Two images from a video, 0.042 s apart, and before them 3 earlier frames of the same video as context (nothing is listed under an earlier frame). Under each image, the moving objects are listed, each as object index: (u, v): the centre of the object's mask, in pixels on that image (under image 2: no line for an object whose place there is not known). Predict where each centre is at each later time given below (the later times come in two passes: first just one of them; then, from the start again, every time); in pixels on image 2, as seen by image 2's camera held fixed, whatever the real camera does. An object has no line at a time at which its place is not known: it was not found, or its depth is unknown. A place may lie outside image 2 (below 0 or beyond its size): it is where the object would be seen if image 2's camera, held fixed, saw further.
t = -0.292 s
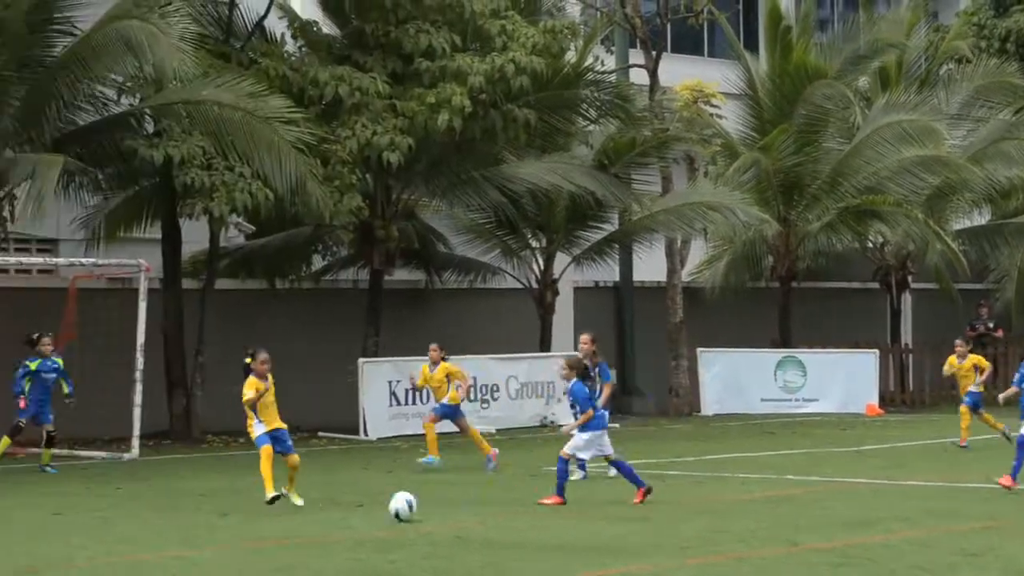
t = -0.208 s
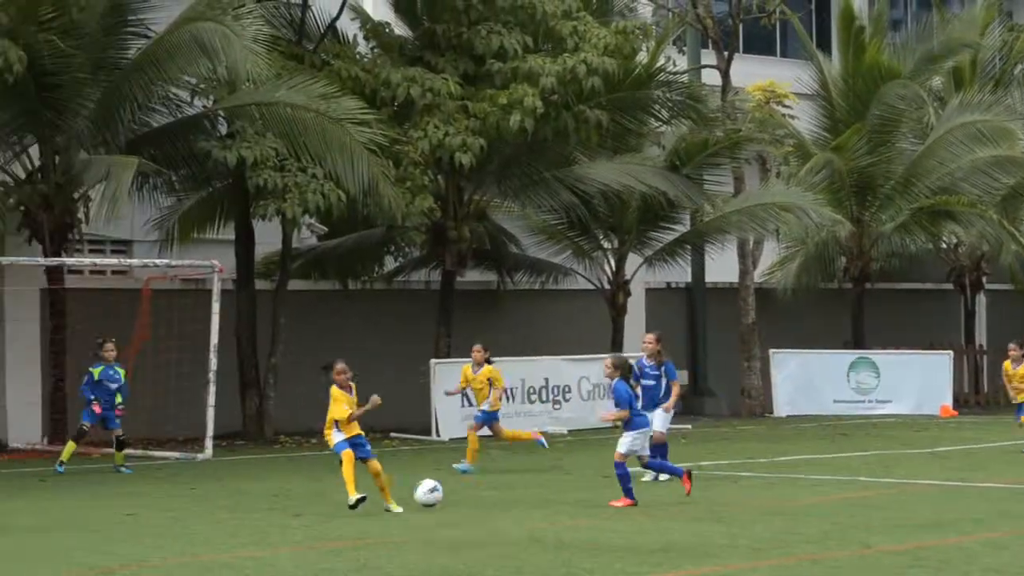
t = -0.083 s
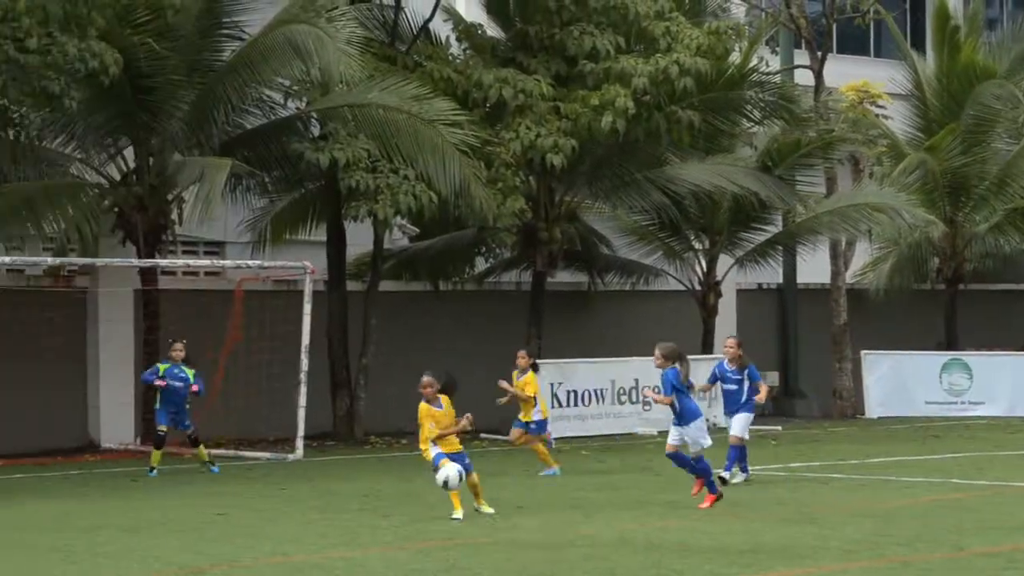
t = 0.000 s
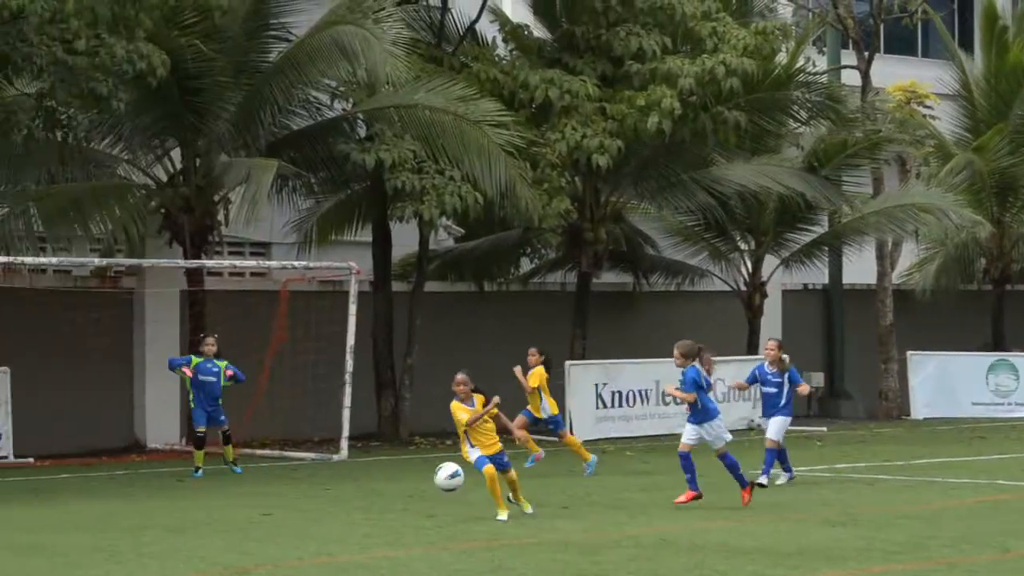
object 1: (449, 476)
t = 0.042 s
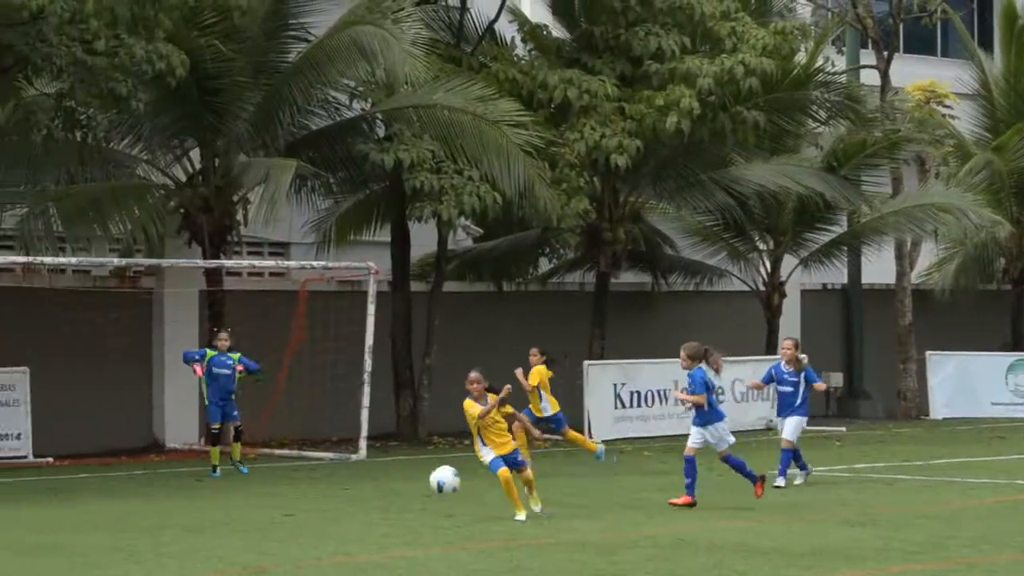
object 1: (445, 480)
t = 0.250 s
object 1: (327, 523)
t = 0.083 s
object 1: (421, 486)
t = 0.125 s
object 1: (399, 495)
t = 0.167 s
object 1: (375, 506)
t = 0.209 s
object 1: (351, 522)
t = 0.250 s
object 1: (327, 523)
